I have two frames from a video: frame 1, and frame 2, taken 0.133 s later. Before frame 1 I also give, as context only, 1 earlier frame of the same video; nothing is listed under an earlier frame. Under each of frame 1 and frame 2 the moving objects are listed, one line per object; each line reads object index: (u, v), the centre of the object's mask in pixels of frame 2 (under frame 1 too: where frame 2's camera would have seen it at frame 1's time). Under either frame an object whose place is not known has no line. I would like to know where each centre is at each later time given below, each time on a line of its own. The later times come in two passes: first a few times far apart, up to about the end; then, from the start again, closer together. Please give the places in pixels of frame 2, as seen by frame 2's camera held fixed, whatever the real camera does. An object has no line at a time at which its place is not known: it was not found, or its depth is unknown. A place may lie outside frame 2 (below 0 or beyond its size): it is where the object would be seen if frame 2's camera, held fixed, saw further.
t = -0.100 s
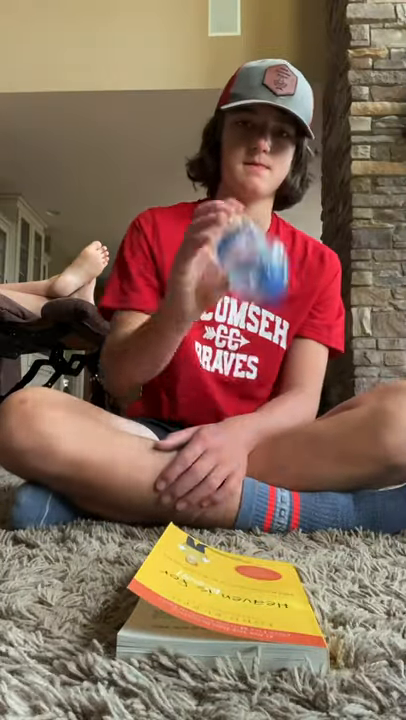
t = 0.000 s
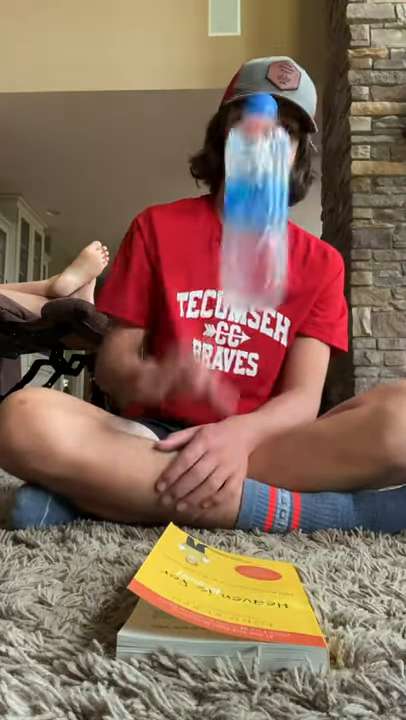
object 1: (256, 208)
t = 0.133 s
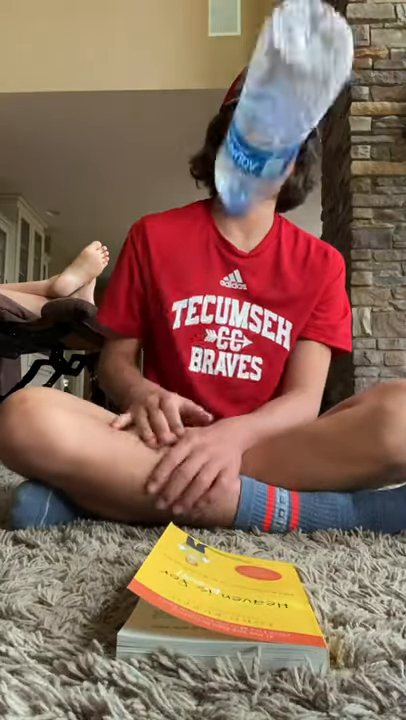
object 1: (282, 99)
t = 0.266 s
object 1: (262, 310)
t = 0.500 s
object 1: (236, 462)
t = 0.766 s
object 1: (246, 459)
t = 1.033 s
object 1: (239, 461)
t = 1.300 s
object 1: (240, 460)
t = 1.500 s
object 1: (242, 461)
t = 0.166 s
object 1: (278, 118)
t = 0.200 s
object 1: (273, 159)
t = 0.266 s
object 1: (262, 310)
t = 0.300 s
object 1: (259, 417)
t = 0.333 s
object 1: (254, 460)
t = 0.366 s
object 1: (248, 459)
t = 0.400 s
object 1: (245, 460)
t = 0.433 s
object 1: (242, 460)
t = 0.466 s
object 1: (238, 461)
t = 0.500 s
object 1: (236, 462)
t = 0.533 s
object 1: (234, 462)
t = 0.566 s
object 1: (231, 462)
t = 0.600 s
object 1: (229, 461)
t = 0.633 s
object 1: (228, 462)
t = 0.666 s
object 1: (230, 461)
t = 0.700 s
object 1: (235, 461)
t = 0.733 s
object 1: (241, 460)
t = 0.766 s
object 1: (246, 459)
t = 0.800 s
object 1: (248, 459)
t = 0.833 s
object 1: (248, 459)
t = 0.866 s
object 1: (245, 460)
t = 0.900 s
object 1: (244, 459)
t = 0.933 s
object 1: (242, 460)
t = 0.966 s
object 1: (240, 461)
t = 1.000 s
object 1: (240, 462)
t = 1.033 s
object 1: (239, 461)
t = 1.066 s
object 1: (240, 461)
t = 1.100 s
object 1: (240, 460)
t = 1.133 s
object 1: (241, 460)
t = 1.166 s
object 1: (242, 459)
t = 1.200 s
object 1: (242, 460)
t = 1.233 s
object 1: (242, 460)
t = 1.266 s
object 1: (242, 460)
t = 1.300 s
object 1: (240, 460)
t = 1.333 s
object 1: (239, 461)
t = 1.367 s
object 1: (239, 461)
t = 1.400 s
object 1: (240, 461)
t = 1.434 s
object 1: (241, 461)
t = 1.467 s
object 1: (242, 461)
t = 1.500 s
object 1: (242, 461)
